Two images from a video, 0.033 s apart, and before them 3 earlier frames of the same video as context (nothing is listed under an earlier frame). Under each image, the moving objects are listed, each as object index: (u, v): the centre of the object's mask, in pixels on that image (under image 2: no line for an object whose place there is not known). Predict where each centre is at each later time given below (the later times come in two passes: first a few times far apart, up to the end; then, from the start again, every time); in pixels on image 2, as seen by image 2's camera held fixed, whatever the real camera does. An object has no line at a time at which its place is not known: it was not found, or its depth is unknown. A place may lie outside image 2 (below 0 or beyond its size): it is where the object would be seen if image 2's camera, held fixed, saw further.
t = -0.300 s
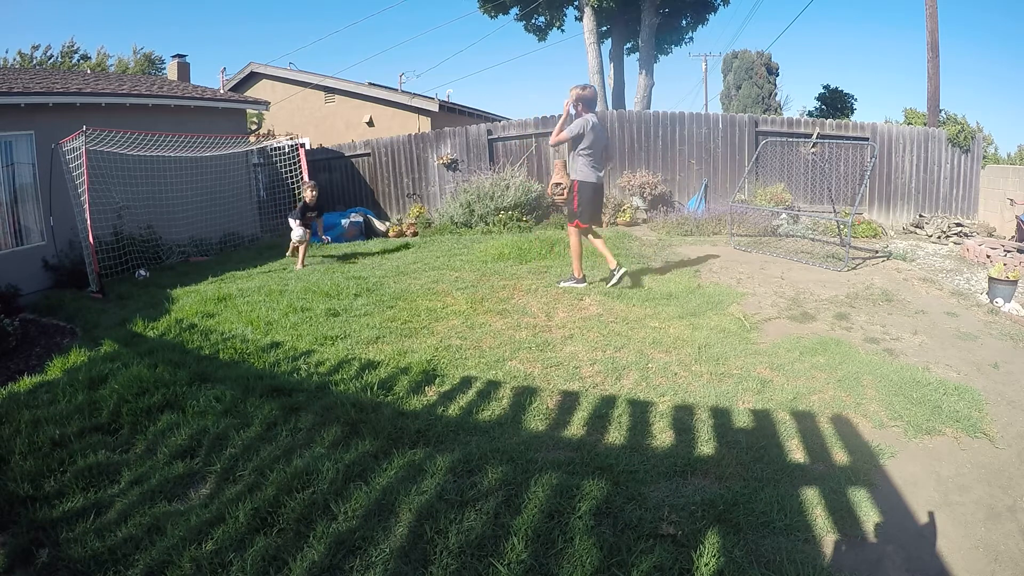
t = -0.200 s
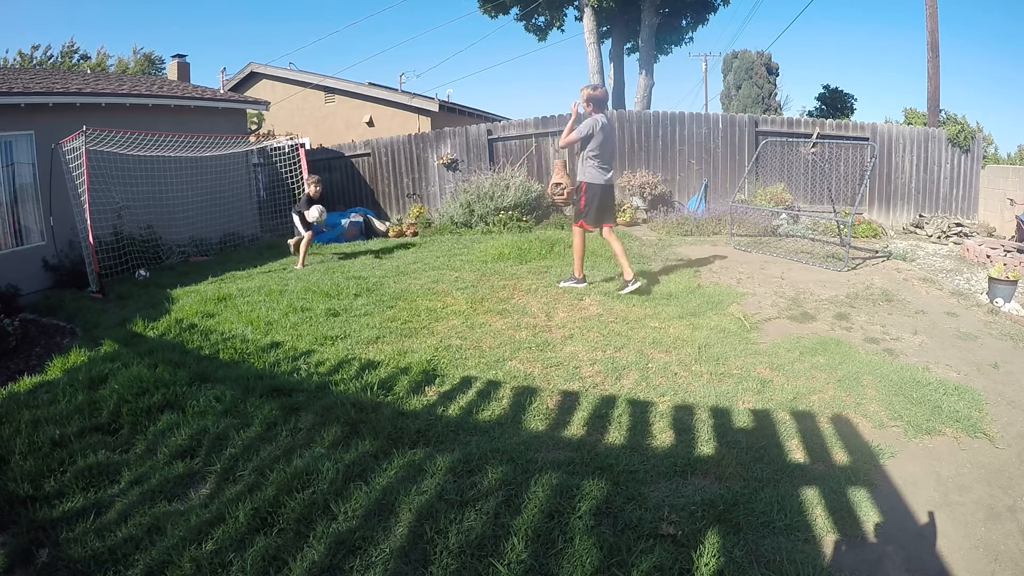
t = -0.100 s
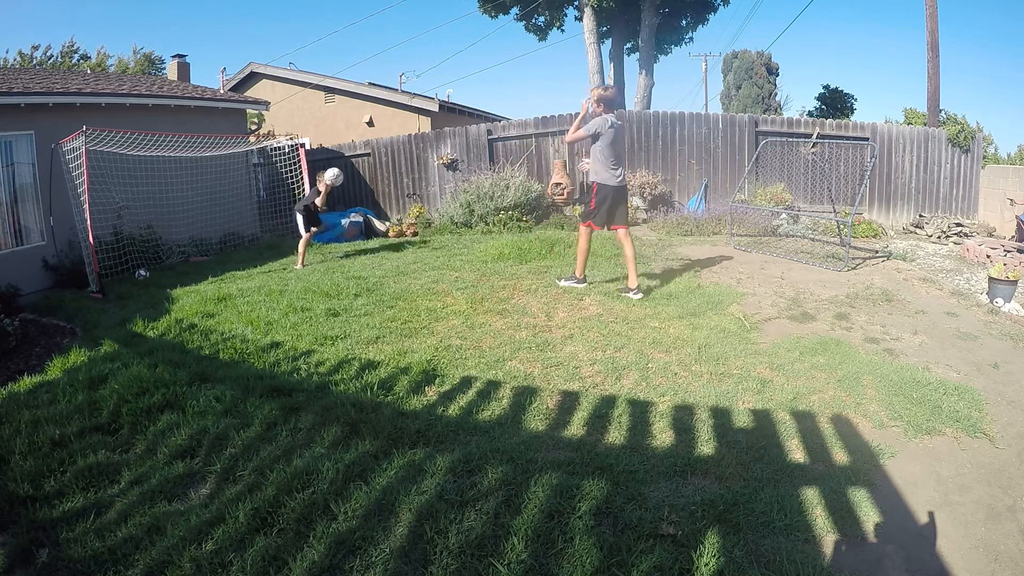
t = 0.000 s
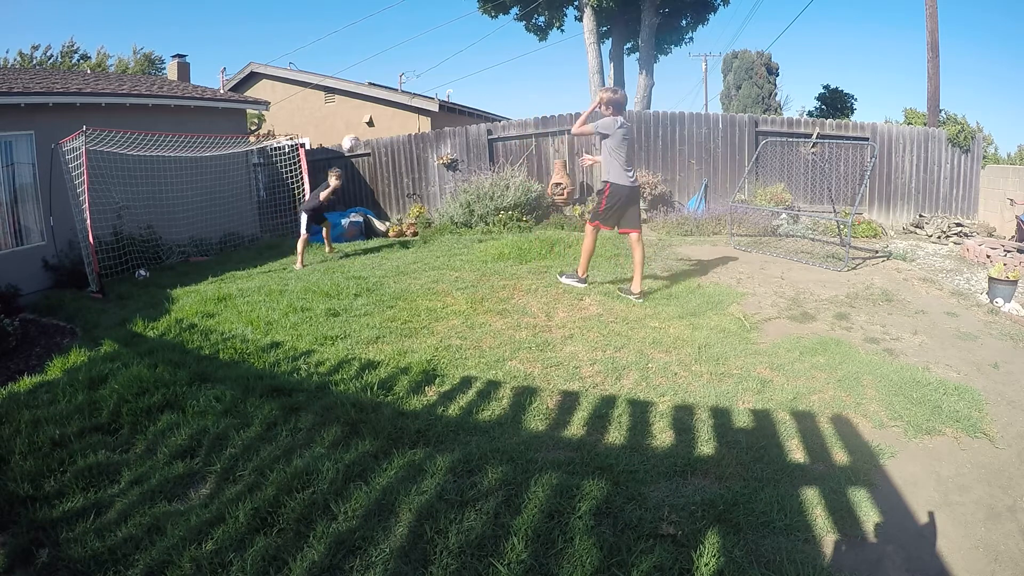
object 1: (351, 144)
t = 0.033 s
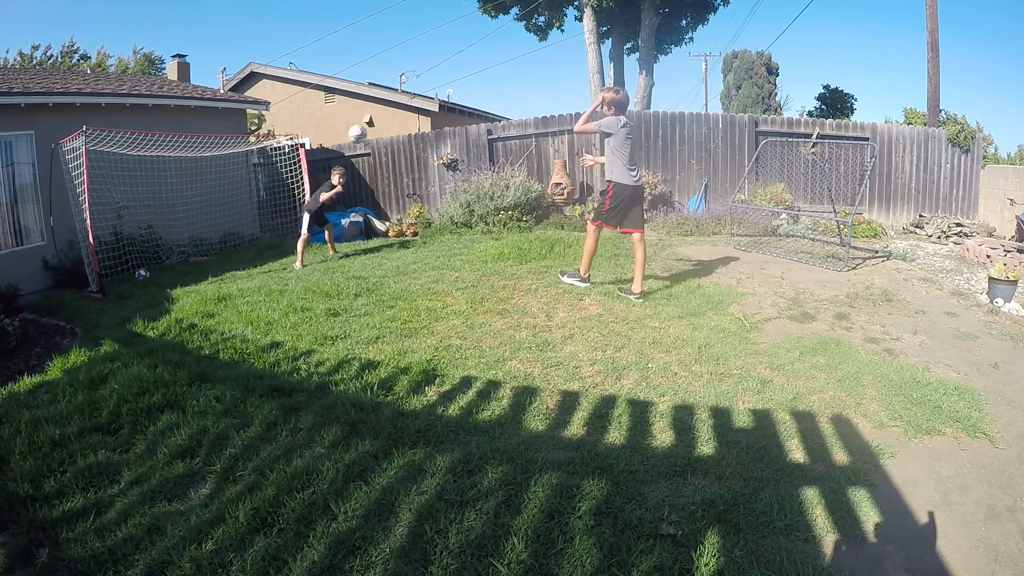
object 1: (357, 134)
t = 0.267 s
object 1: (405, 96)
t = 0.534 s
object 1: (468, 114)
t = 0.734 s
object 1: (517, 176)
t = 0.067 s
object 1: (364, 126)
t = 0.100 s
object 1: (370, 119)
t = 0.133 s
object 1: (377, 112)
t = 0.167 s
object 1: (384, 106)
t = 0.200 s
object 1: (391, 102)
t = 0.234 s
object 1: (397, 98)
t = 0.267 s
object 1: (405, 96)
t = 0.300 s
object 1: (412, 94)
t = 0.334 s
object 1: (420, 94)
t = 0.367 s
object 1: (428, 94)
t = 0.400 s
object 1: (436, 96)
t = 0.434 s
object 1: (444, 99)
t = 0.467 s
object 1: (451, 103)
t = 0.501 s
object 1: (460, 108)
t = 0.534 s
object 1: (468, 114)
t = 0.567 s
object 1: (476, 121)
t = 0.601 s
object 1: (483, 128)
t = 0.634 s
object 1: (493, 140)
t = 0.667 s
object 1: (501, 151)
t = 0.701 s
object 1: (510, 163)
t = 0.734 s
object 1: (517, 176)
